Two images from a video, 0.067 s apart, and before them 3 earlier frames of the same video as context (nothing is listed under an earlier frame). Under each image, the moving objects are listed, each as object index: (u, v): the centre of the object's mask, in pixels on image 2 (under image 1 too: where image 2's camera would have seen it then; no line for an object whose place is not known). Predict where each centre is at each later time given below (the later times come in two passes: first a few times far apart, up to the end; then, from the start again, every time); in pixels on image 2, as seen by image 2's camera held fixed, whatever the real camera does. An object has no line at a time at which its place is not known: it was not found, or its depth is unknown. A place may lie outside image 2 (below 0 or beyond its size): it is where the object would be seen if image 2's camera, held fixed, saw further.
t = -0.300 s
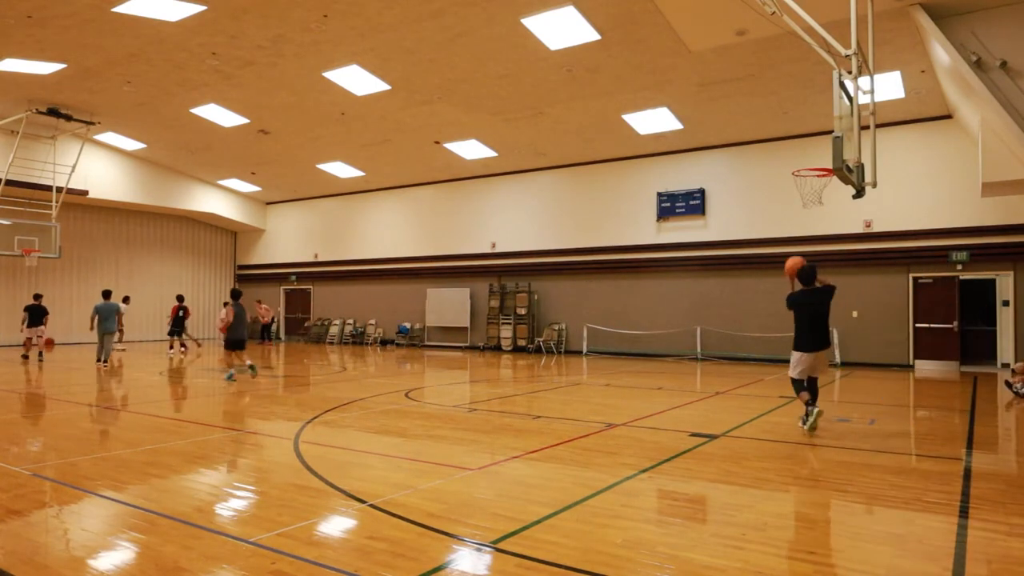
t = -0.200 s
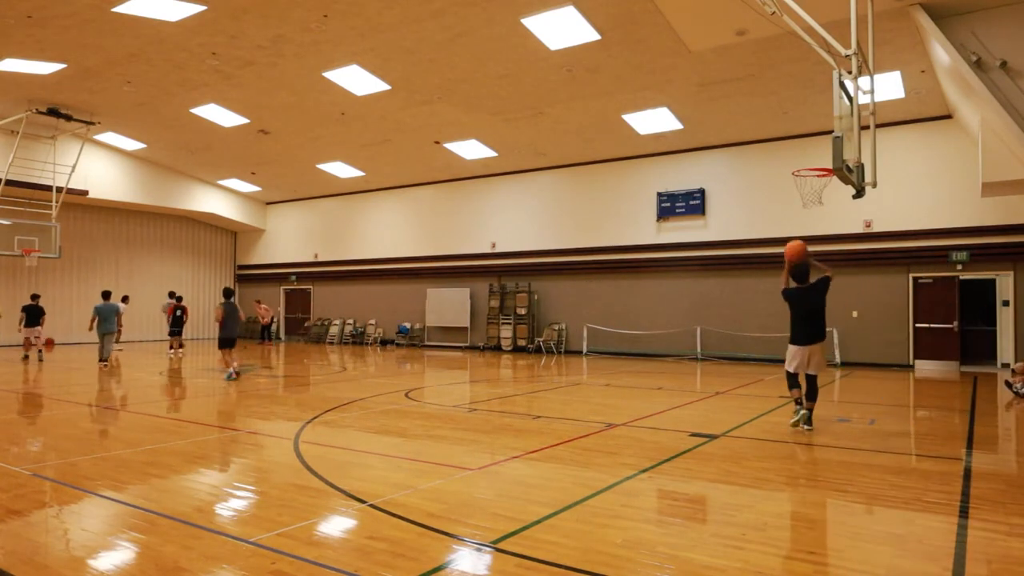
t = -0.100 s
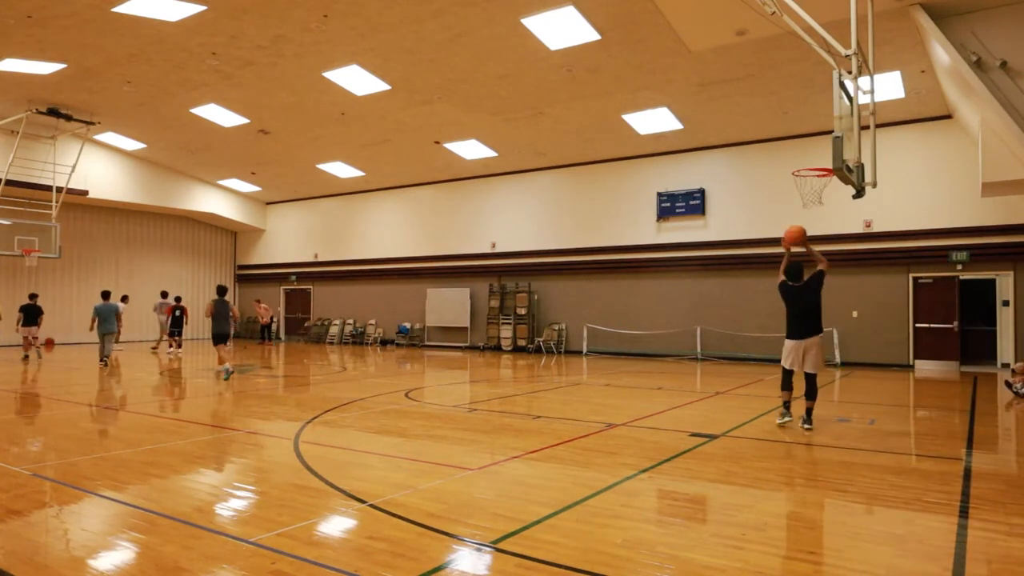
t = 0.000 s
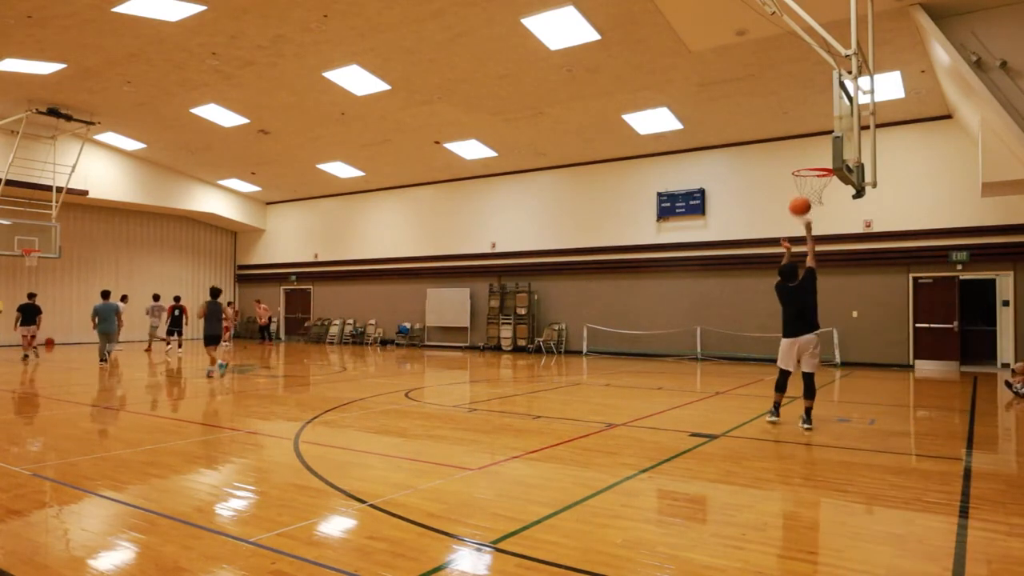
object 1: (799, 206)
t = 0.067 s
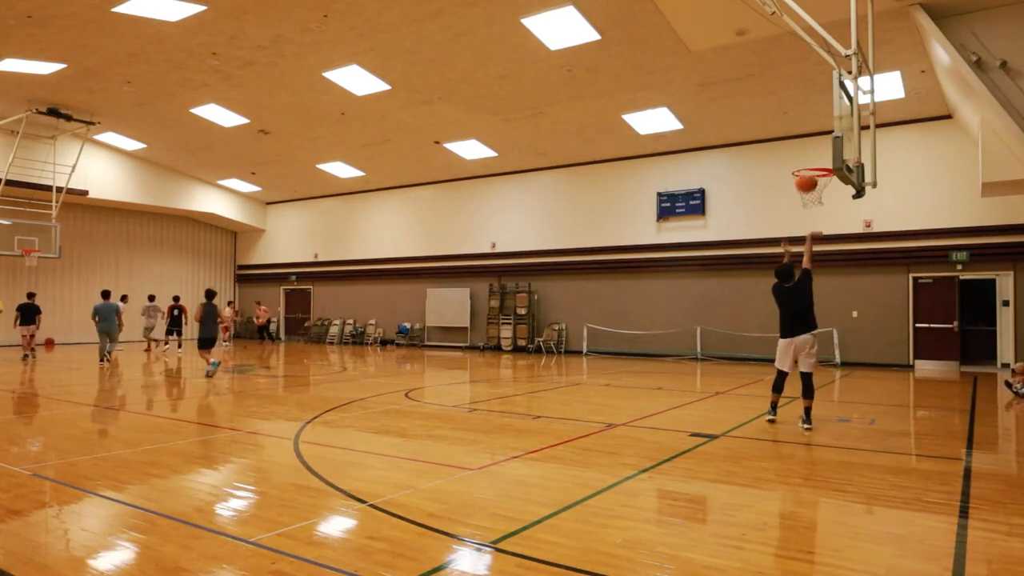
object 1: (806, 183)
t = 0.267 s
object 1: (824, 135)
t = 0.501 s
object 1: (824, 133)
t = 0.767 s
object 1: (809, 169)
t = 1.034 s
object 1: (805, 177)
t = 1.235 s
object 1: (807, 203)
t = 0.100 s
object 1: (810, 172)
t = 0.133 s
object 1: (813, 162)
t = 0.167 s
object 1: (816, 155)
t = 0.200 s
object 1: (819, 147)
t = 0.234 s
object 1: (822, 141)
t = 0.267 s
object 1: (824, 135)
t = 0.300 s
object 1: (826, 131)
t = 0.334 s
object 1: (828, 128)
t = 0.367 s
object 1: (828, 126)
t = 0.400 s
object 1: (828, 126)
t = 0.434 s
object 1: (827, 128)
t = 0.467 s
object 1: (826, 130)
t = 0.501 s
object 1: (824, 133)
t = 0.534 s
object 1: (823, 137)
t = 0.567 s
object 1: (823, 141)
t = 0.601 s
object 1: (822, 147)
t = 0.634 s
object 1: (820, 154)
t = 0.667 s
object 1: (819, 160)
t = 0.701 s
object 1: (817, 168)
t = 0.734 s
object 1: (814, 168)
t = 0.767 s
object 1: (809, 169)
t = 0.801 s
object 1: (805, 171)
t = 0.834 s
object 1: (809, 170)
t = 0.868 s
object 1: (815, 170)
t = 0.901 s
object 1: (820, 171)
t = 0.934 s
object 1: (821, 171)
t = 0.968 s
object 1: (815, 172)
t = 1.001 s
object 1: (810, 174)
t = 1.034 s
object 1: (805, 177)
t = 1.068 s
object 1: (802, 179)
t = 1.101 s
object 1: (803, 183)
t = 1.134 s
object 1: (803, 188)
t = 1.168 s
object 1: (804, 193)
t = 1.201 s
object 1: (806, 198)
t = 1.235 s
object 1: (807, 203)
